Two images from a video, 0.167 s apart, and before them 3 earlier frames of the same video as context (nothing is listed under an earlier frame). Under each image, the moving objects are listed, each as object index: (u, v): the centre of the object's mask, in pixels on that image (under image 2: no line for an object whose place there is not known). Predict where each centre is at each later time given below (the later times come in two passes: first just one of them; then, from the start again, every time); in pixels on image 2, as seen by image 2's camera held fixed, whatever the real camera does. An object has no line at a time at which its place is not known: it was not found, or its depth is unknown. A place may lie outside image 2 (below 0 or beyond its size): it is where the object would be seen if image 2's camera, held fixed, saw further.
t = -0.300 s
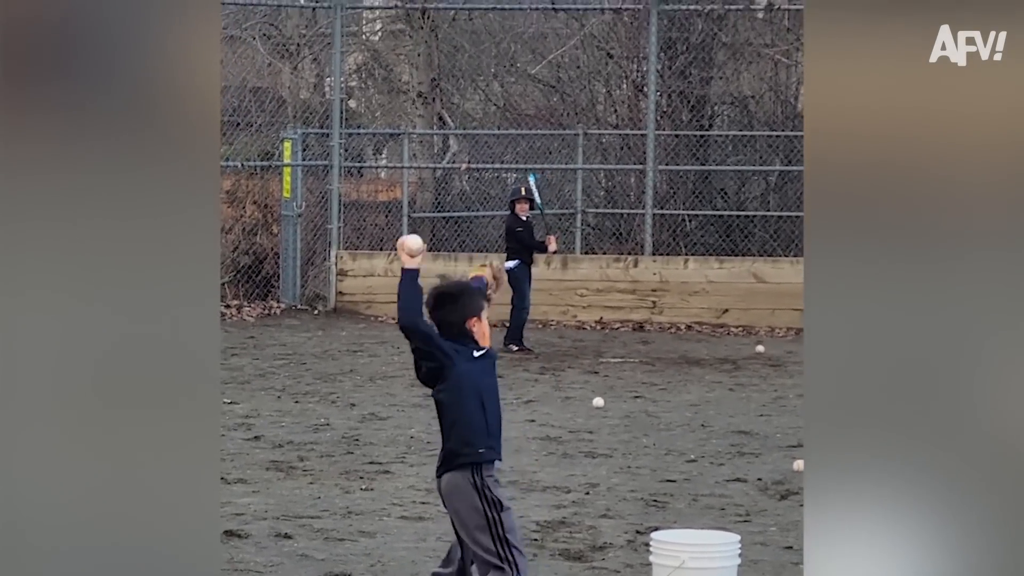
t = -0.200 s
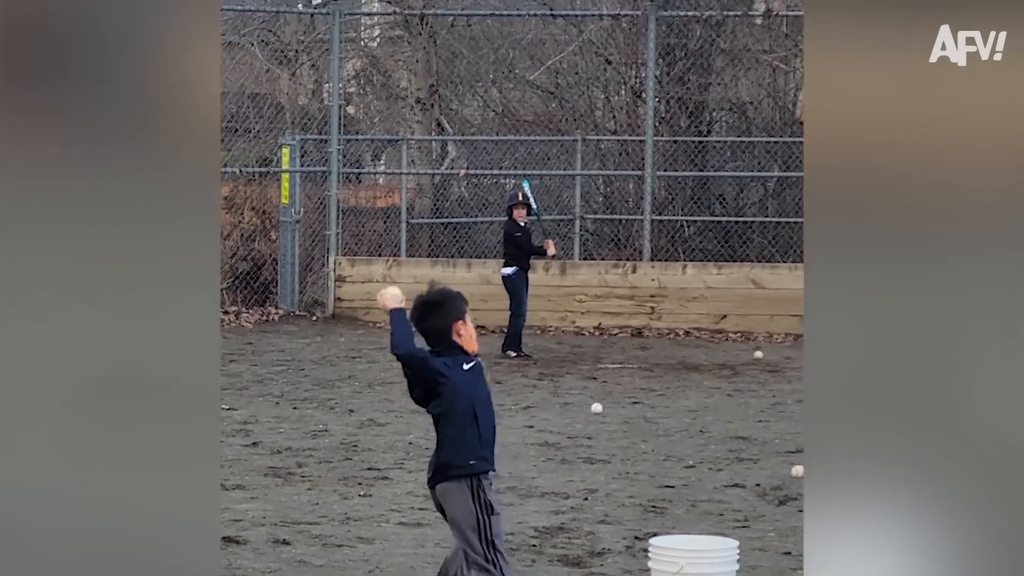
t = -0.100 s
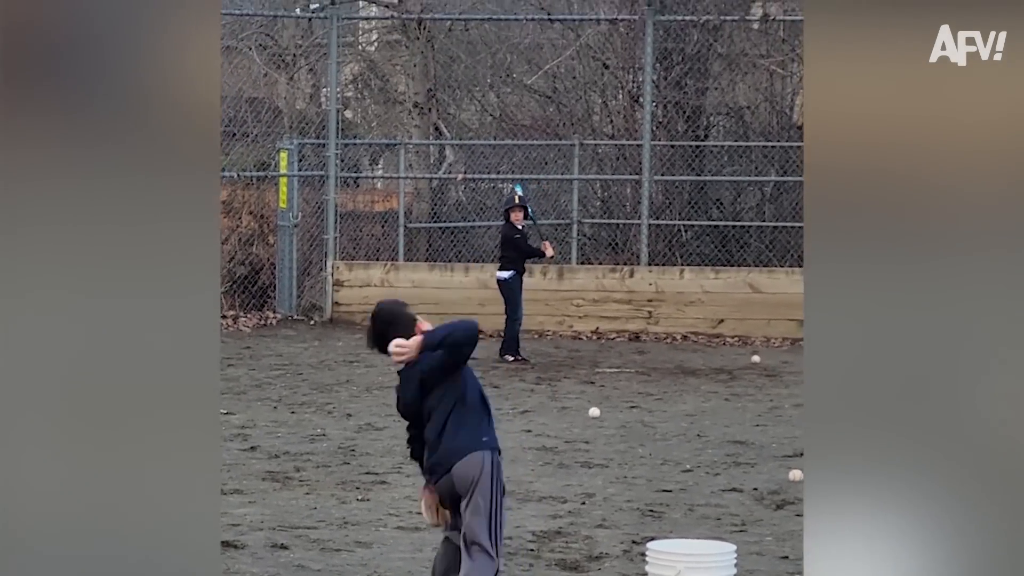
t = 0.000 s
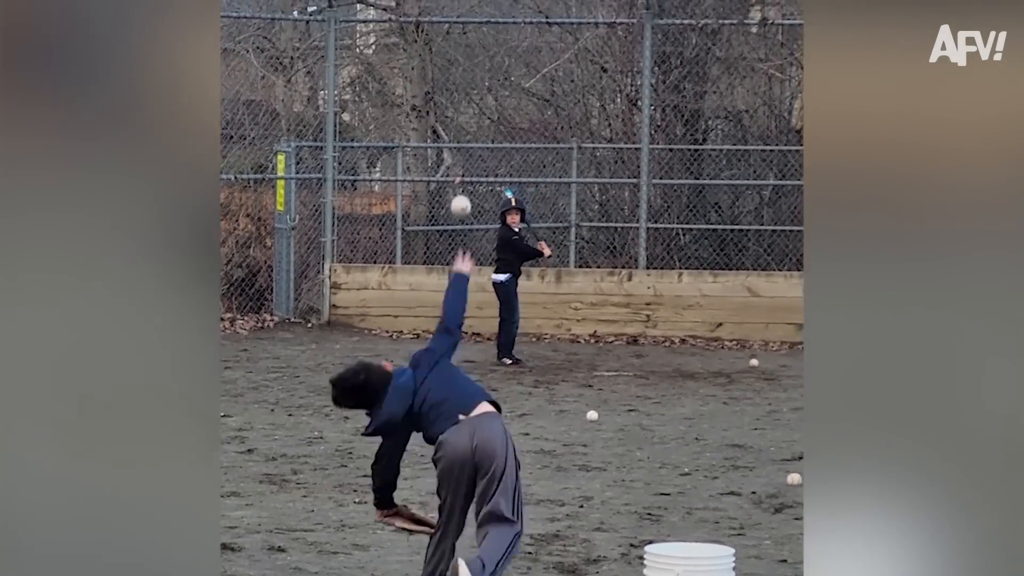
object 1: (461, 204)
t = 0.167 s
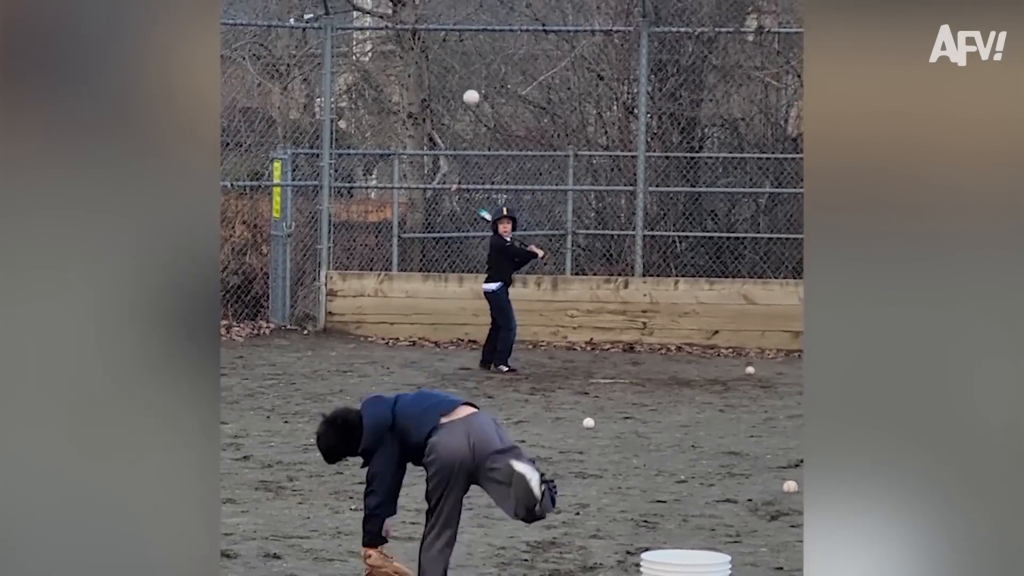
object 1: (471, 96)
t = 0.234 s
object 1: (475, 78)
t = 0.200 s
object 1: (473, 85)
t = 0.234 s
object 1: (475, 78)
